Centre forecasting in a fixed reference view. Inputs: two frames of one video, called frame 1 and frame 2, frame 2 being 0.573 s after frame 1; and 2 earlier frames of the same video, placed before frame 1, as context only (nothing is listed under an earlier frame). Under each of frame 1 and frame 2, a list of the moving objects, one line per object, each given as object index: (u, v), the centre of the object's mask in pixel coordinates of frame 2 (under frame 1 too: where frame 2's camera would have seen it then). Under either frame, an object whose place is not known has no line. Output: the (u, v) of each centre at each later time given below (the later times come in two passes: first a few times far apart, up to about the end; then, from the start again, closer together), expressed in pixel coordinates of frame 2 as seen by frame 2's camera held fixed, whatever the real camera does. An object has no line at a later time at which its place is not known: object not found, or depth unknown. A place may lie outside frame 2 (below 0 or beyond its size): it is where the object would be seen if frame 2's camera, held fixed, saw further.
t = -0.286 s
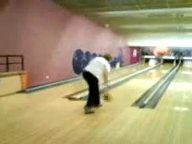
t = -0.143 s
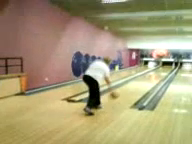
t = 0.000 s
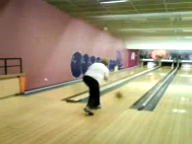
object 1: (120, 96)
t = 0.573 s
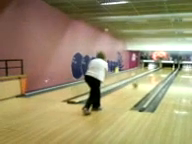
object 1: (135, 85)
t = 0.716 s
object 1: (137, 83)
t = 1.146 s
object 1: (142, 78)
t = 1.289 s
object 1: (144, 77)
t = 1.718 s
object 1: (148, 74)
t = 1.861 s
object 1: (149, 73)
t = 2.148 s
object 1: (149, 73)
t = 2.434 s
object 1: (151, 72)
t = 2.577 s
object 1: (151, 73)
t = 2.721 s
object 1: (156, 70)
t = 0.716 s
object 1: (137, 83)
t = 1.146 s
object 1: (142, 78)
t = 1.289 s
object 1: (144, 77)
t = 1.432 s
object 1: (146, 76)
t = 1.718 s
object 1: (148, 74)
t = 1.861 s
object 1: (149, 73)
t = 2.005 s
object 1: (149, 73)
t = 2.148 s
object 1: (149, 73)
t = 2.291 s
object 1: (151, 74)
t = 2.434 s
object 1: (151, 72)
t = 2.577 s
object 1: (151, 73)
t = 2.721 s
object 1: (156, 70)
